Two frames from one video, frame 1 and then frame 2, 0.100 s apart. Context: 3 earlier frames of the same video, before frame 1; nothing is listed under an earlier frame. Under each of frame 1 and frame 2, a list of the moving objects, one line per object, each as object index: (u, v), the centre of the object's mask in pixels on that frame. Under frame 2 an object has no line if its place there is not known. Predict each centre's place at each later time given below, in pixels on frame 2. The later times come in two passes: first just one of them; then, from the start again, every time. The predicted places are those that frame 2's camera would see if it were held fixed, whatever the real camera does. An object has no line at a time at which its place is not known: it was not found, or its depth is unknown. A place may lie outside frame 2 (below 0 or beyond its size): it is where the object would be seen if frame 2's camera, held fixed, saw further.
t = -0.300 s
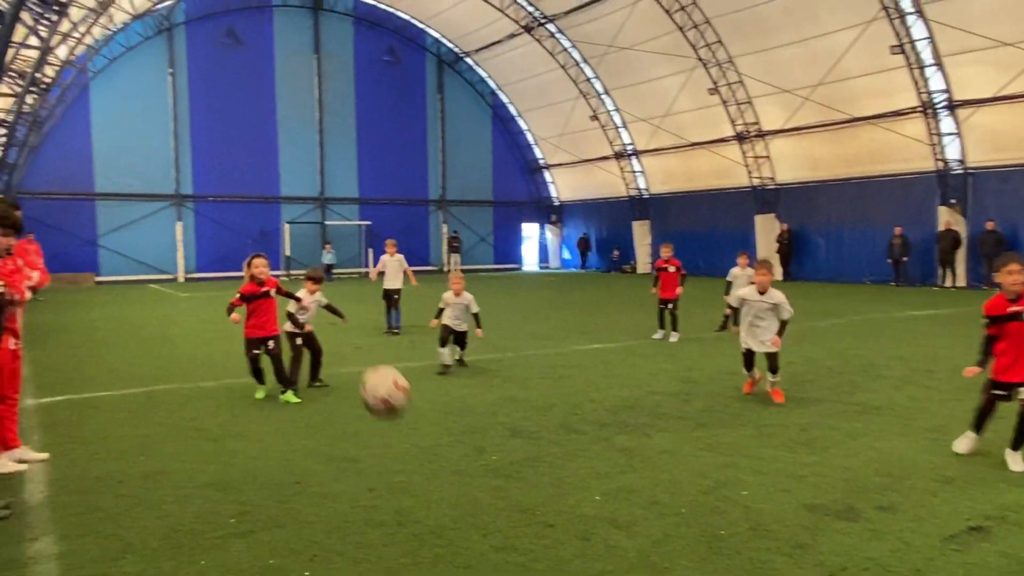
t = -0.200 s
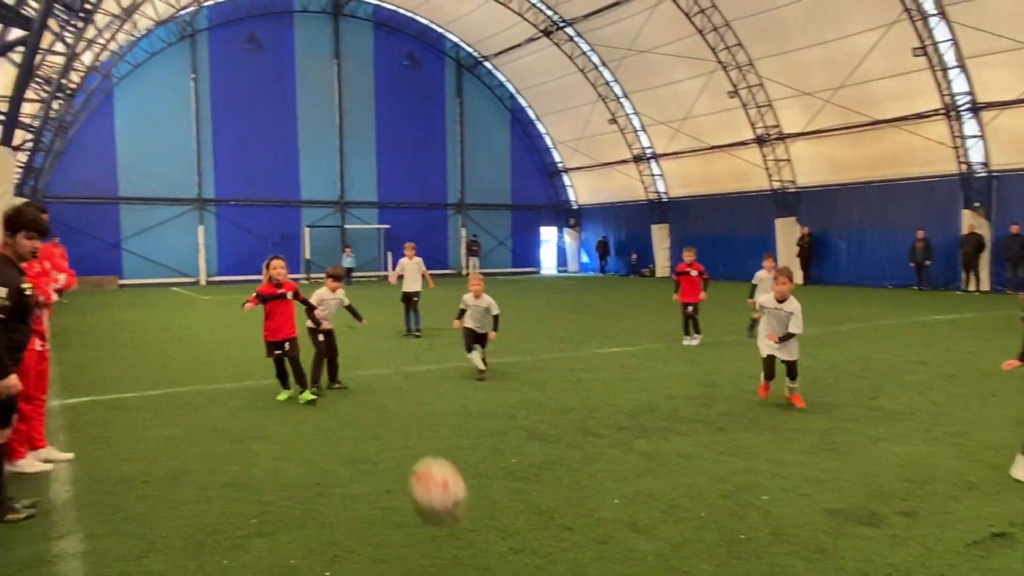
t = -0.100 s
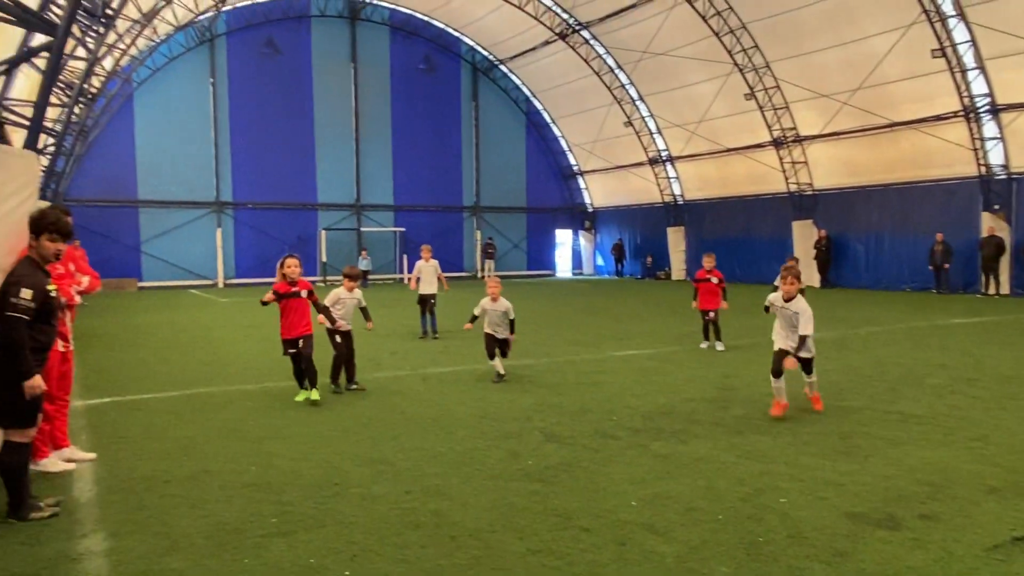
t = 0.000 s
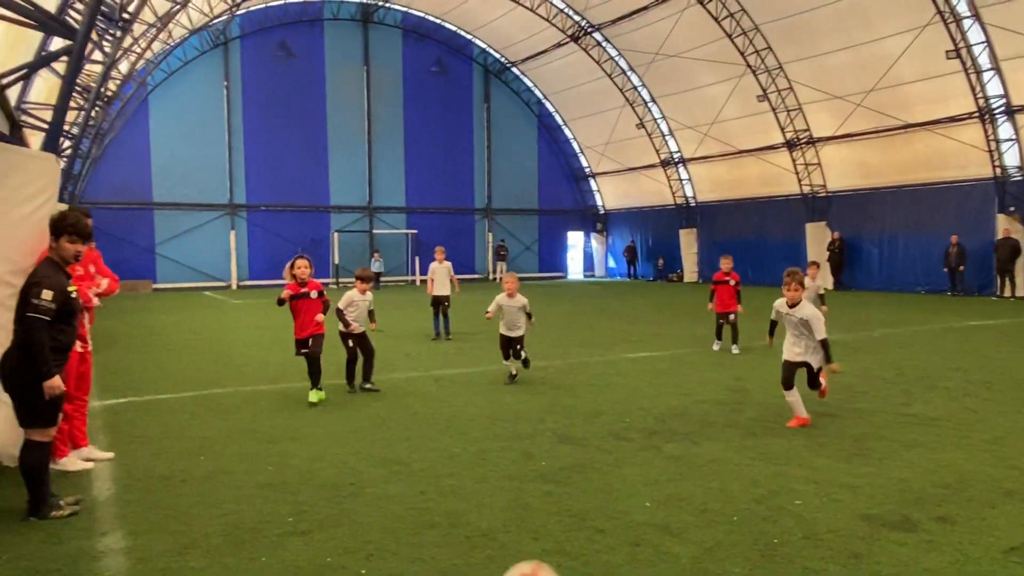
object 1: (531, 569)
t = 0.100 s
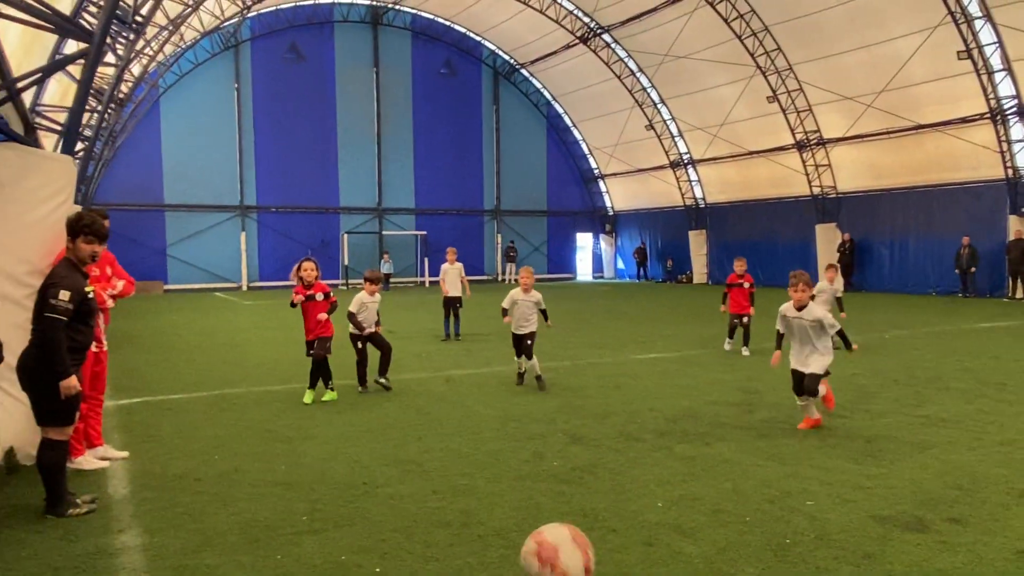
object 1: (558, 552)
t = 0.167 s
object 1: (566, 550)
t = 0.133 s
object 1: (562, 550)
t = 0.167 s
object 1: (566, 550)
